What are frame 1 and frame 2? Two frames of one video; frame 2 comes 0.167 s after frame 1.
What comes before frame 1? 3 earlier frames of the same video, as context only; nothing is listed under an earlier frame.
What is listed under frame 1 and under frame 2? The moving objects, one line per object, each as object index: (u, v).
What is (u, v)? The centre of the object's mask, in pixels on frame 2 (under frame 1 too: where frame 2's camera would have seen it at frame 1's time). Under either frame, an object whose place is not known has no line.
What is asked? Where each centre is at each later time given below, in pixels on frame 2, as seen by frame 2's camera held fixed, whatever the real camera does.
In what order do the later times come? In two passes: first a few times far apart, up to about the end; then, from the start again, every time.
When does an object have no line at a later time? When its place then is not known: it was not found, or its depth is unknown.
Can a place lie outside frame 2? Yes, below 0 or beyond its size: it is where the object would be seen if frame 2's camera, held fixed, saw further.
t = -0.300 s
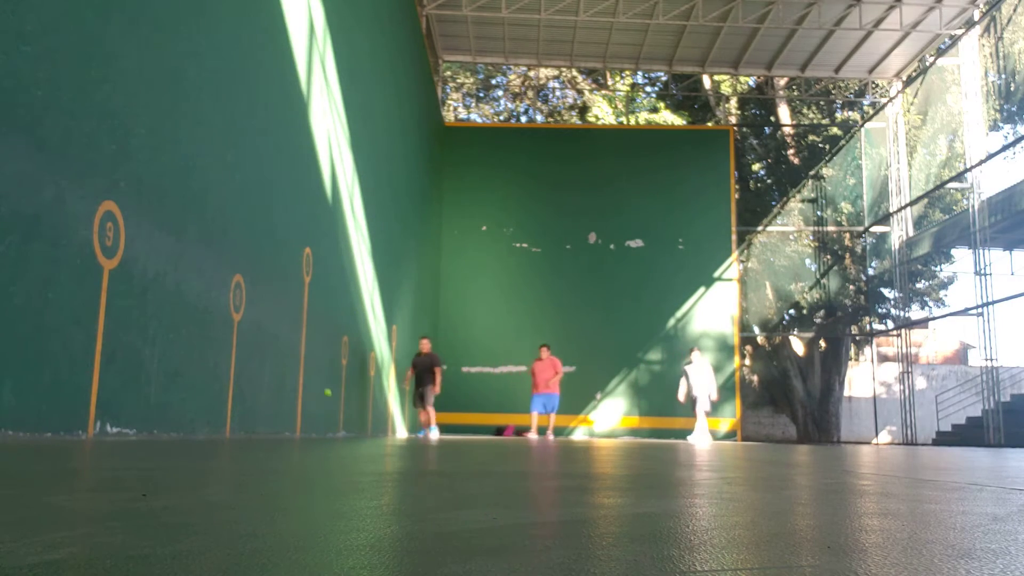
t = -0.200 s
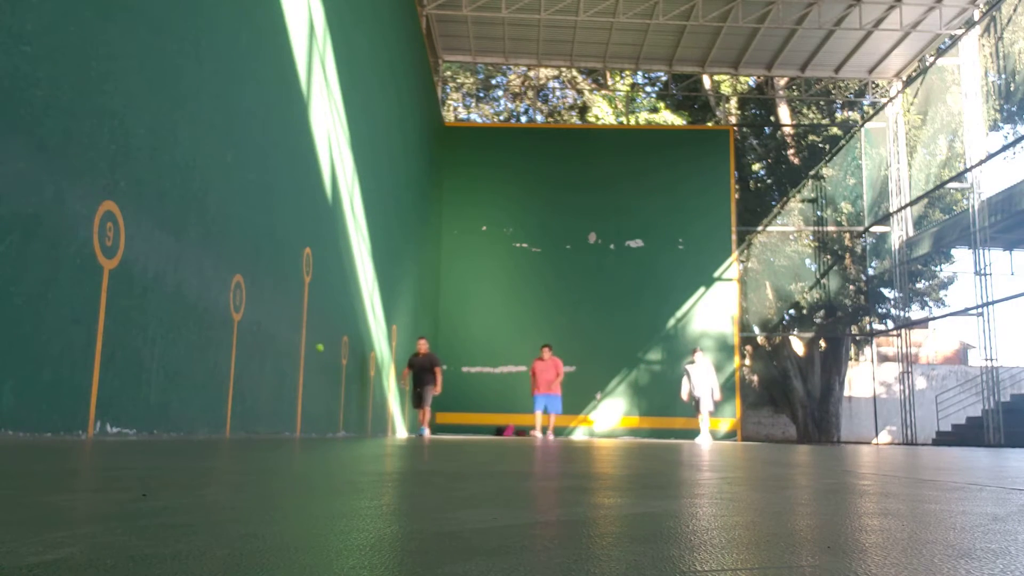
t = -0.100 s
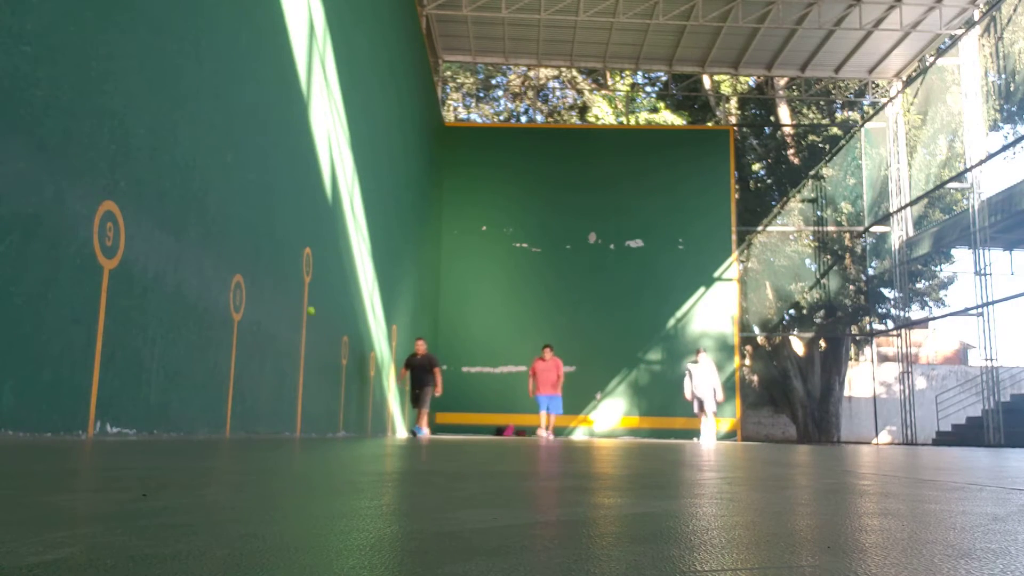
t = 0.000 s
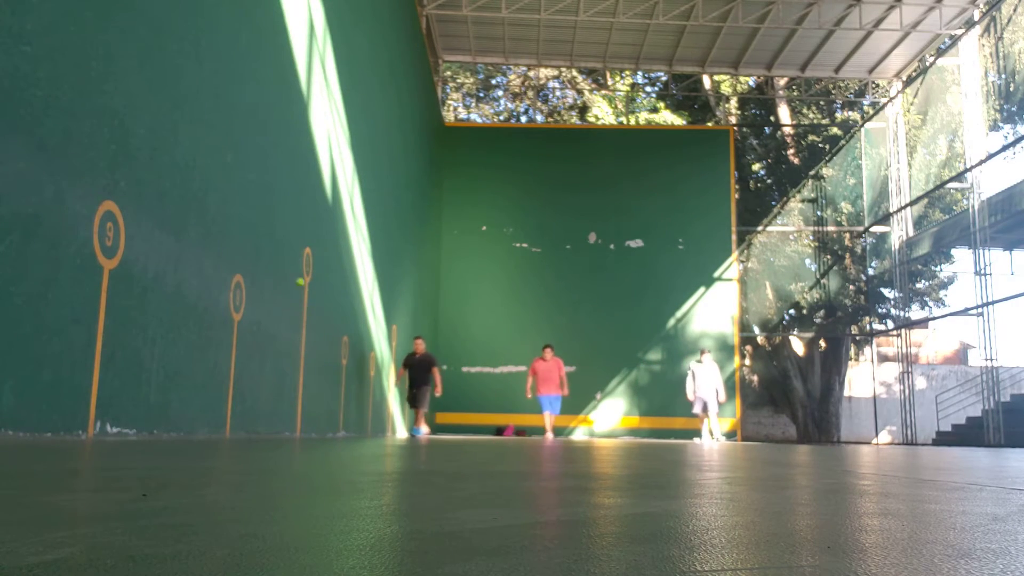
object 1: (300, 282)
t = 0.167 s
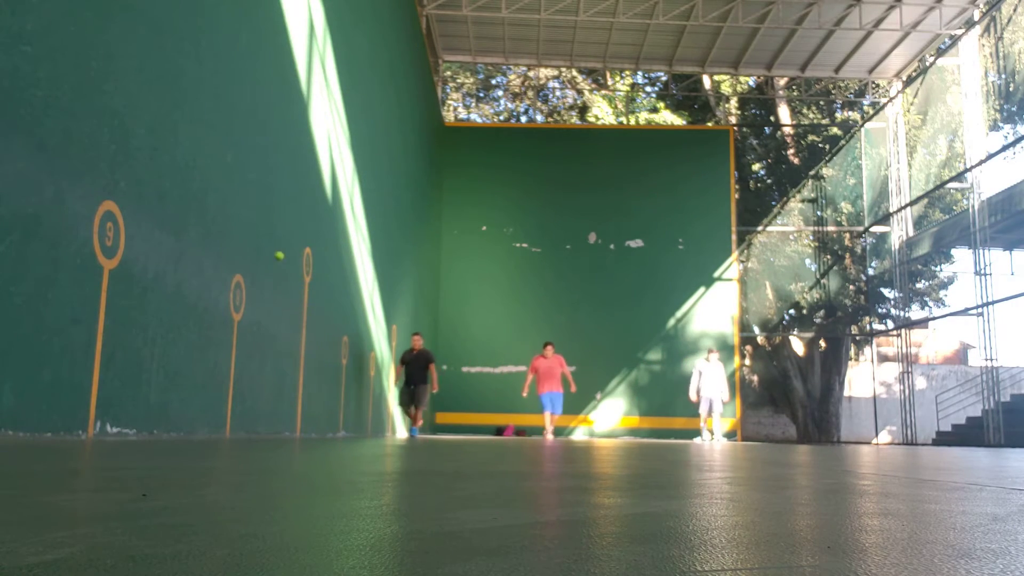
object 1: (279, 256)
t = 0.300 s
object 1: (258, 258)
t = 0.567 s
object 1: (198, 351)
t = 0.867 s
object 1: (118, 308)
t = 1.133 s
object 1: (14, 216)
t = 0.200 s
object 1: (274, 254)
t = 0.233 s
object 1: (269, 254)
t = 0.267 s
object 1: (263, 255)
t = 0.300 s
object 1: (258, 258)
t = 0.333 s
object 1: (251, 263)
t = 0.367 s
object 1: (245, 269)
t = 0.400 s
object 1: (238, 277)
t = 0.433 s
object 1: (232, 287)
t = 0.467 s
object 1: (224, 299)
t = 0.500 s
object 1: (216, 314)
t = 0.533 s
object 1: (208, 331)
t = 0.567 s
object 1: (198, 351)
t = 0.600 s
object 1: (189, 374)
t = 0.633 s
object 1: (178, 400)
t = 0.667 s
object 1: (167, 430)
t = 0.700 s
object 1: (159, 414)
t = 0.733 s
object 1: (152, 391)
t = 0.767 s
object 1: (144, 368)
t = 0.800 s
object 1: (135, 347)
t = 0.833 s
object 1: (127, 327)
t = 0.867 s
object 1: (118, 308)
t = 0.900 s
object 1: (108, 291)
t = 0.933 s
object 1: (96, 276)
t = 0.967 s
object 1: (85, 261)
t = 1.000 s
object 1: (73, 249)
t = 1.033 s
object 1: (60, 237)
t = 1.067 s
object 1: (45, 228)
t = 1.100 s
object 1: (31, 221)
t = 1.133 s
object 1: (14, 216)
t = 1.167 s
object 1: (4, 214)
